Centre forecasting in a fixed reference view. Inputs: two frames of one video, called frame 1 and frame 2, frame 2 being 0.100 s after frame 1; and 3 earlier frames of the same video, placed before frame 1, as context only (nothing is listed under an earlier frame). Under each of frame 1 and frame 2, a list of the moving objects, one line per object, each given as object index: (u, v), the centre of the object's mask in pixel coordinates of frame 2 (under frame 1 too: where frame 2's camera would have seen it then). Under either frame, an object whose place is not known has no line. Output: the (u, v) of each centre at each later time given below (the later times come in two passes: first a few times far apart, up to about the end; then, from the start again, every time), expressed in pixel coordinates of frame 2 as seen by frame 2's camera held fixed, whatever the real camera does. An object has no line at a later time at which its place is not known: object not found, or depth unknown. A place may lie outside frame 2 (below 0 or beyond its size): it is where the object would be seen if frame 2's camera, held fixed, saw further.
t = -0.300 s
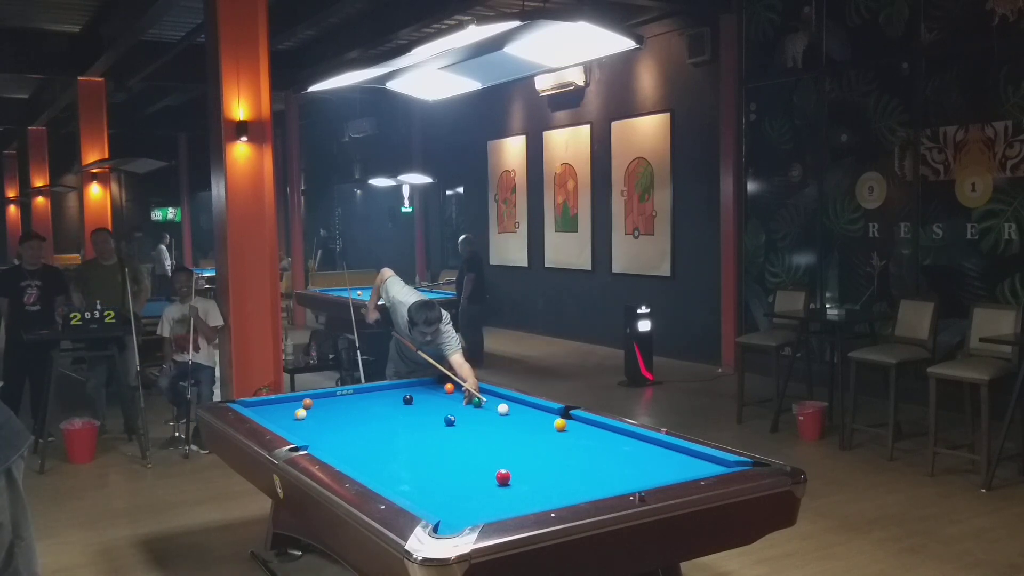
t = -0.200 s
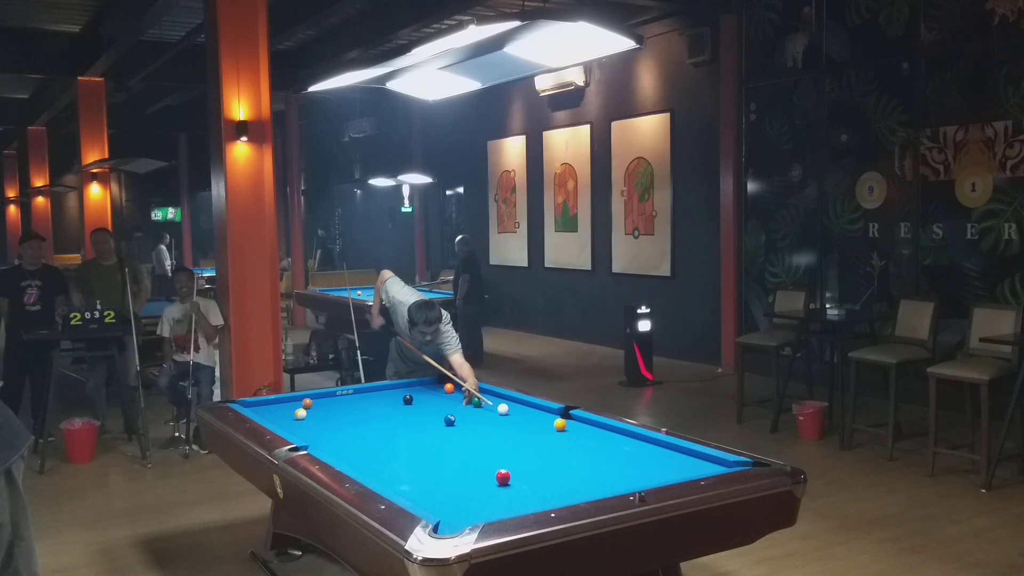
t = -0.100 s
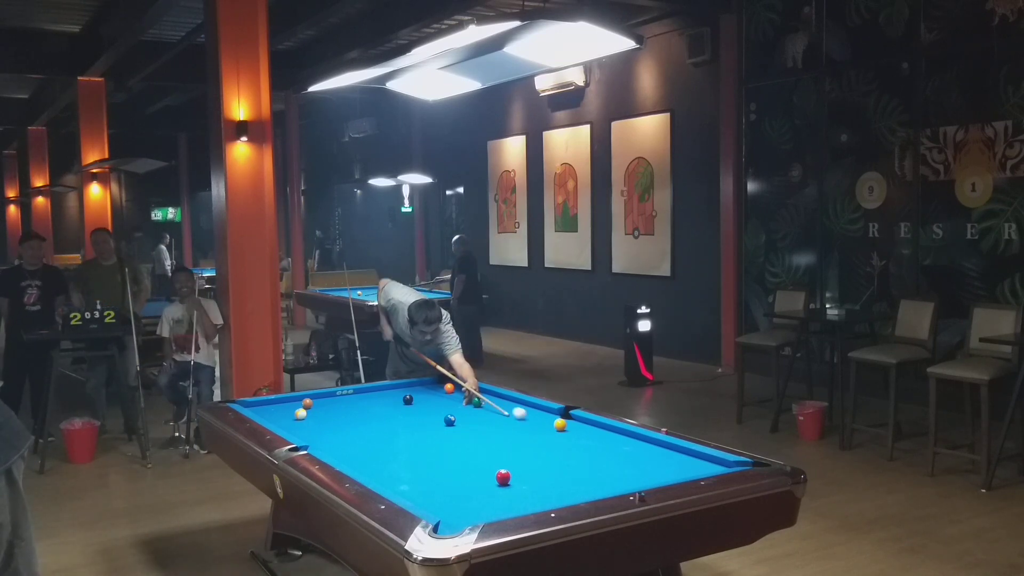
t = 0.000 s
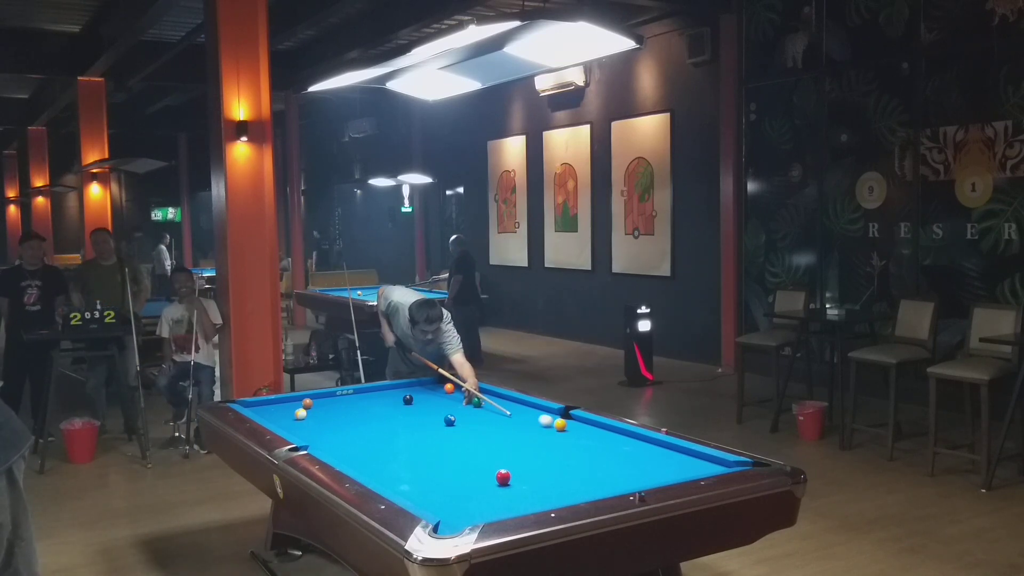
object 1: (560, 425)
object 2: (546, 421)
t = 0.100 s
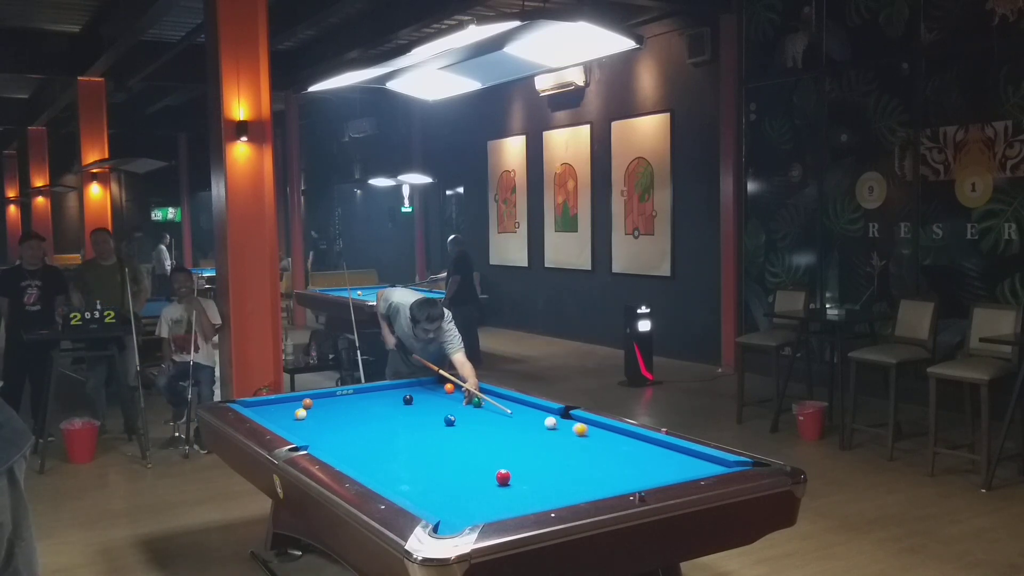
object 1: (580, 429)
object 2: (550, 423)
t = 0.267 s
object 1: (620, 439)
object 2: (547, 423)
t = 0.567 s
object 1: (696, 458)
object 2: (542, 423)
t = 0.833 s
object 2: (538, 424)
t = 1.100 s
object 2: (536, 424)
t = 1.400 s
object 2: (535, 424)
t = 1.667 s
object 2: (535, 424)
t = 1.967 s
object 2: (535, 424)
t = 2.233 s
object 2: (535, 424)
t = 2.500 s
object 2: (535, 424)
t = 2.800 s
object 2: (535, 424)
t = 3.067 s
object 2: (535, 424)
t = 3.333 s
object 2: (535, 424)
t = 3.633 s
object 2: (535, 424)
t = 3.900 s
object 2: (535, 424)
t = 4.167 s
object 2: (535, 424)
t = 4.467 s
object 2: (535, 424)
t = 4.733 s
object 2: (535, 424)
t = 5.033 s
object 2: (535, 424)
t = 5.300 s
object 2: (535, 424)
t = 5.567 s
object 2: (535, 424)
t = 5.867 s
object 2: (535, 424)
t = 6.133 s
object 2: (535, 424)
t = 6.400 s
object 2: (535, 424)
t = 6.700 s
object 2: (535, 424)
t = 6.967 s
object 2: (535, 424)
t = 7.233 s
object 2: (535, 424)
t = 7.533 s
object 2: (535, 424)
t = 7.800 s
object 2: (535, 424)
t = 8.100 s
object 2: (535, 424)
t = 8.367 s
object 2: (535, 424)
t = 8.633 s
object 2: (535, 424)
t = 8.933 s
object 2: (535, 424)
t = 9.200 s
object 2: (535, 424)
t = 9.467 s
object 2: (535, 424)
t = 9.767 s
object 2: (535, 424)
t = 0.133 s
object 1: (588, 431)
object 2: (550, 423)
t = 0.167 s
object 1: (597, 433)
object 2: (549, 423)
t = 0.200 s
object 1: (604, 435)
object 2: (548, 423)
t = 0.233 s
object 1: (612, 437)
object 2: (548, 423)
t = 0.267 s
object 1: (620, 439)
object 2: (547, 423)
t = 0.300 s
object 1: (628, 441)
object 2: (546, 423)
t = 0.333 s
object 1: (636, 443)
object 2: (546, 423)
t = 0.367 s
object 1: (644, 445)
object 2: (545, 423)
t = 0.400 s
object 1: (652, 447)
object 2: (544, 423)
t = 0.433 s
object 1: (661, 449)
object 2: (544, 423)
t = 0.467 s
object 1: (669, 451)
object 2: (543, 423)
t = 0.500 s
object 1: (678, 453)
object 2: (543, 423)
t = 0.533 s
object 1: (687, 455)
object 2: (542, 423)
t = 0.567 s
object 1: (696, 458)
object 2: (542, 423)
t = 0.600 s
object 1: (705, 460)
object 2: (541, 423)
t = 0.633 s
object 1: (715, 462)
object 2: (541, 424)
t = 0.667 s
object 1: (724, 463)
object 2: (540, 424)
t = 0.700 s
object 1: (733, 464)
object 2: (540, 424)
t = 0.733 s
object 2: (539, 424)
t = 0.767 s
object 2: (539, 424)
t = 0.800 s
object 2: (539, 424)
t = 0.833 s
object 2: (538, 424)
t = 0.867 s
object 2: (538, 424)
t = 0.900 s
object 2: (538, 424)
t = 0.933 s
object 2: (537, 424)
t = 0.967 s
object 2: (537, 424)
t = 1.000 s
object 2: (537, 424)
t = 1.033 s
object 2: (536, 424)
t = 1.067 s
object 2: (536, 424)
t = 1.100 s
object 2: (536, 424)
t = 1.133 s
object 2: (536, 424)
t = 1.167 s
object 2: (535, 424)
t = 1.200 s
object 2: (536, 424)
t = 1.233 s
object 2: (535, 424)
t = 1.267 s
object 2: (535, 424)
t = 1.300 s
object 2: (535, 424)
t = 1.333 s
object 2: (535, 424)
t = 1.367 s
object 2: (535, 424)
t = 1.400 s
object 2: (535, 424)
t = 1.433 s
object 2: (535, 424)
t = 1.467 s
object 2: (535, 424)
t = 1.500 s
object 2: (535, 424)
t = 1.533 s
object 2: (535, 424)
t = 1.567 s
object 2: (535, 424)
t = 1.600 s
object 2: (535, 424)
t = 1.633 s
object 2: (535, 424)
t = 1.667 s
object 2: (535, 424)
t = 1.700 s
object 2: (535, 424)
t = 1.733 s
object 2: (535, 424)
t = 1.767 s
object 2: (535, 424)
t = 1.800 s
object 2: (535, 424)
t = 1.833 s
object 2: (535, 424)
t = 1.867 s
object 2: (535, 424)
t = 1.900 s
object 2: (535, 424)
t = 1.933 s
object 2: (535, 424)
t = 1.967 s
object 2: (535, 424)
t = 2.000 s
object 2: (535, 424)
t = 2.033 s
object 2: (535, 424)
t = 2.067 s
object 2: (535, 424)
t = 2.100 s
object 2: (535, 424)
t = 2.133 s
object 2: (535, 424)
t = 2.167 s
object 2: (535, 424)
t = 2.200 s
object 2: (535, 424)
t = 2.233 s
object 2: (535, 424)
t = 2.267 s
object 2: (535, 424)
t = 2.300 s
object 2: (535, 424)
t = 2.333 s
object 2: (535, 424)
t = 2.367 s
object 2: (535, 424)
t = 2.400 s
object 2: (535, 424)
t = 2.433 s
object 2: (535, 424)
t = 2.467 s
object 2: (535, 424)
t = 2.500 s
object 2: (535, 424)
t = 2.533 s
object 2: (535, 424)
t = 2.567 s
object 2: (535, 424)
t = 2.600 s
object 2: (535, 424)
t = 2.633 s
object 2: (535, 424)
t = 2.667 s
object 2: (535, 424)
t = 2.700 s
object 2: (535, 424)
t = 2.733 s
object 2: (535, 424)
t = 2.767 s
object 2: (535, 424)
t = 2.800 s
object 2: (535, 424)
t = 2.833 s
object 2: (535, 424)
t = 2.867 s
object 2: (535, 424)
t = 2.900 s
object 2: (535, 424)
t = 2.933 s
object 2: (535, 424)
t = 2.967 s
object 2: (535, 424)
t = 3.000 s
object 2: (535, 424)
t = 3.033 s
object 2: (535, 424)
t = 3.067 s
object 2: (535, 424)
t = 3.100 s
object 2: (535, 424)
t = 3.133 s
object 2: (535, 424)
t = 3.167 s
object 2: (535, 424)
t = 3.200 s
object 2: (535, 424)
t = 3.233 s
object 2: (535, 424)
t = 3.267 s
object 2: (535, 424)
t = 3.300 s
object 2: (535, 424)
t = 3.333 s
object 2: (535, 424)
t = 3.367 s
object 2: (535, 424)
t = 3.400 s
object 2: (535, 424)
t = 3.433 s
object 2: (535, 424)
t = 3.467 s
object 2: (535, 424)
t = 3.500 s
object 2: (535, 424)
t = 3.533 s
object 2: (535, 424)
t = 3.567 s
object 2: (535, 424)
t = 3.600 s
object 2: (535, 424)
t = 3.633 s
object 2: (535, 424)
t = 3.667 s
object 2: (535, 424)
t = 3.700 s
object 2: (535, 424)
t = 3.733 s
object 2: (535, 424)
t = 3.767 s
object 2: (535, 424)
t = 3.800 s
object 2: (535, 424)
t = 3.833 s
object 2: (535, 424)
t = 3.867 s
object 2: (535, 424)
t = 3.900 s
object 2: (535, 424)
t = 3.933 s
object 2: (535, 424)
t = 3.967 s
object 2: (535, 424)
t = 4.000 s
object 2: (535, 424)
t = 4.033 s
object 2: (535, 424)
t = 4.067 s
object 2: (535, 424)
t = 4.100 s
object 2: (535, 424)
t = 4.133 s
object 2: (535, 424)
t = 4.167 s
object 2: (535, 424)
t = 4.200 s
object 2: (535, 424)
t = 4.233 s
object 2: (535, 424)
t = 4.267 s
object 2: (535, 424)
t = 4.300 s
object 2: (535, 424)
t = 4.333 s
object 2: (535, 424)
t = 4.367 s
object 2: (535, 424)
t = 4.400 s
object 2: (535, 424)
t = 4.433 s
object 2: (535, 424)
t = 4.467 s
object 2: (535, 424)
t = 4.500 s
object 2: (535, 424)
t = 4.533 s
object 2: (535, 424)
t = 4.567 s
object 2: (535, 424)
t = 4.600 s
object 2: (535, 424)
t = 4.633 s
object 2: (535, 424)
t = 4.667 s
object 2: (535, 424)
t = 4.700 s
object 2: (535, 424)
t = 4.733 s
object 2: (535, 424)
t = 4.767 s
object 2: (535, 424)
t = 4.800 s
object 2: (535, 424)
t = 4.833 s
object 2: (535, 424)
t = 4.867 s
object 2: (535, 424)
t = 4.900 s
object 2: (535, 424)
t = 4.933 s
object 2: (535, 424)
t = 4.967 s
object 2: (535, 424)
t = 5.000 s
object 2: (535, 424)
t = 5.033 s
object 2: (535, 424)
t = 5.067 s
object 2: (535, 424)
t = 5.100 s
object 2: (535, 424)
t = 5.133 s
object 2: (535, 424)
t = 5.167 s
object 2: (535, 424)
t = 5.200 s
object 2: (535, 424)
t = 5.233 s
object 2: (535, 424)
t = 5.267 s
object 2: (535, 424)
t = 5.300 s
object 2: (535, 424)
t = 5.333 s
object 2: (535, 424)
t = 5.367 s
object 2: (535, 424)
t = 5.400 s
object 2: (535, 424)
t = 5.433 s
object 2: (535, 424)
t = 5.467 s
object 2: (535, 424)
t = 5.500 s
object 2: (535, 424)
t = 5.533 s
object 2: (535, 424)
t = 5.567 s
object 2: (535, 424)
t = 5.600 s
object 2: (535, 424)
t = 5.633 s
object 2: (535, 424)
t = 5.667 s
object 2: (535, 424)
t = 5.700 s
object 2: (535, 424)
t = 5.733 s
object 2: (535, 424)
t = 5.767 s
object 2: (535, 424)
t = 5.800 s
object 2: (535, 424)
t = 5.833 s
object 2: (535, 424)
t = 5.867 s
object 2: (535, 424)
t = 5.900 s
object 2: (535, 424)
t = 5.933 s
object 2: (535, 424)
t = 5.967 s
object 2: (535, 424)
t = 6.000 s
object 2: (535, 424)
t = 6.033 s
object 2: (535, 424)
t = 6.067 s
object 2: (535, 424)
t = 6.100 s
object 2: (535, 424)
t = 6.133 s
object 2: (535, 424)
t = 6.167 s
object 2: (535, 424)
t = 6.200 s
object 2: (535, 424)
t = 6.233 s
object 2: (535, 424)
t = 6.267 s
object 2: (535, 424)
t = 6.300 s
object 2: (535, 424)
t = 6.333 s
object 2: (535, 424)
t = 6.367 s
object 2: (535, 424)
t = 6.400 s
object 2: (535, 424)
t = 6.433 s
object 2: (535, 424)
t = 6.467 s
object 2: (535, 424)
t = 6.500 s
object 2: (535, 424)
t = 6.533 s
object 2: (535, 424)
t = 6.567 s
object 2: (535, 424)
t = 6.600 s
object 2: (535, 424)
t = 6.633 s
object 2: (535, 424)
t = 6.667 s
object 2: (535, 424)
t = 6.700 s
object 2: (535, 424)
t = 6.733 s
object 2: (535, 424)
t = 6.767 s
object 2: (535, 424)
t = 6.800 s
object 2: (535, 424)
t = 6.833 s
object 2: (535, 424)
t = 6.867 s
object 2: (535, 424)
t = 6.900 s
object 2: (535, 424)
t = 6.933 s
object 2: (535, 424)
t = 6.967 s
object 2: (535, 424)
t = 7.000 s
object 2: (535, 424)
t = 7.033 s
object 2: (535, 424)
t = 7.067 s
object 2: (535, 424)
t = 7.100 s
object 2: (535, 424)
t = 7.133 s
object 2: (535, 424)
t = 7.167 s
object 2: (535, 424)
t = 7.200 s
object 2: (535, 424)
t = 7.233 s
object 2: (535, 424)
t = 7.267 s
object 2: (535, 424)
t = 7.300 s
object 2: (535, 424)
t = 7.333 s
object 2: (535, 424)
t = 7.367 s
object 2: (535, 424)
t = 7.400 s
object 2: (535, 424)
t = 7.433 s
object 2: (535, 424)
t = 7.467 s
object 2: (535, 424)
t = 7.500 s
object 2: (535, 424)
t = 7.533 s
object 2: (535, 424)
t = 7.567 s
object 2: (535, 424)
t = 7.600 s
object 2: (535, 424)
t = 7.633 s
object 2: (535, 424)
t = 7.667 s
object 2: (535, 424)
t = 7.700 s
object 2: (535, 424)
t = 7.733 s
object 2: (535, 424)
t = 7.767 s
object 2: (535, 424)
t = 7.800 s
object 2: (535, 424)
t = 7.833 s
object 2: (535, 424)
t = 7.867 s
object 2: (535, 424)
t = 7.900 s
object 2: (535, 424)
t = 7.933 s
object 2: (535, 424)
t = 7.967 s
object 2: (535, 424)
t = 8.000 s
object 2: (535, 424)
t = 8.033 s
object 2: (535, 424)
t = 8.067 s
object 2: (535, 424)
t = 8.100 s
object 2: (535, 424)
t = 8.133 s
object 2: (535, 424)
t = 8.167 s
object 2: (535, 424)
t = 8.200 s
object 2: (535, 424)
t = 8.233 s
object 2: (535, 424)
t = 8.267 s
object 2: (535, 424)
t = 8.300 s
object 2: (535, 424)
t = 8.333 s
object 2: (535, 424)
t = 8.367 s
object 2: (535, 424)
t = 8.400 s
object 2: (535, 424)
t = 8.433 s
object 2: (535, 424)
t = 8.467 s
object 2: (535, 424)
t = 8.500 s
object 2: (535, 424)
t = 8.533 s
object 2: (535, 424)
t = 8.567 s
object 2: (535, 424)
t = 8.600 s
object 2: (535, 424)
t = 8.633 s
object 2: (535, 424)
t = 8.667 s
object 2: (535, 424)
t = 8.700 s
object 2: (535, 424)
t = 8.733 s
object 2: (535, 424)
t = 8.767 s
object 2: (535, 424)
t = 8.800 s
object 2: (535, 424)
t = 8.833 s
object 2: (535, 424)
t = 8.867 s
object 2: (535, 424)
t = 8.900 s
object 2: (535, 424)
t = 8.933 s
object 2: (535, 424)
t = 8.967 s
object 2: (535, 424)
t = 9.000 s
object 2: (535, 424)
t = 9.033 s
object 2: (535, 424)
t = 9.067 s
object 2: (535, 424)
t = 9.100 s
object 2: (535, 424)
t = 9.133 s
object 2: (535, 424)
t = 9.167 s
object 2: (535, 424)
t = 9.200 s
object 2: (535, 424)
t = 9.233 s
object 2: (535, 424)
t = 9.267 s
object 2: (535, 424)
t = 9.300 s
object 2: (535, 424)
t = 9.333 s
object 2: (535, 424)
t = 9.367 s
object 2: (535, 424)
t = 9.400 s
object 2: (535, 424)
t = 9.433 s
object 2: (535, 424)
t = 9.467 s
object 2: (535, 424)
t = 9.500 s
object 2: (535, 424)
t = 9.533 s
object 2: (535, 424)
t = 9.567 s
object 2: (535, 424)
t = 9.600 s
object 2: (535, 424)
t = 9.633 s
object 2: (535, 424)
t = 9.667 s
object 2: (535, 424)
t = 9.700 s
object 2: (535, 424)
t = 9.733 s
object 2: (535, 424)
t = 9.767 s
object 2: (535, 424)
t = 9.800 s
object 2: (535, 424)
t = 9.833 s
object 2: (535, 424)
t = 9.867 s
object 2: (535, 424)
